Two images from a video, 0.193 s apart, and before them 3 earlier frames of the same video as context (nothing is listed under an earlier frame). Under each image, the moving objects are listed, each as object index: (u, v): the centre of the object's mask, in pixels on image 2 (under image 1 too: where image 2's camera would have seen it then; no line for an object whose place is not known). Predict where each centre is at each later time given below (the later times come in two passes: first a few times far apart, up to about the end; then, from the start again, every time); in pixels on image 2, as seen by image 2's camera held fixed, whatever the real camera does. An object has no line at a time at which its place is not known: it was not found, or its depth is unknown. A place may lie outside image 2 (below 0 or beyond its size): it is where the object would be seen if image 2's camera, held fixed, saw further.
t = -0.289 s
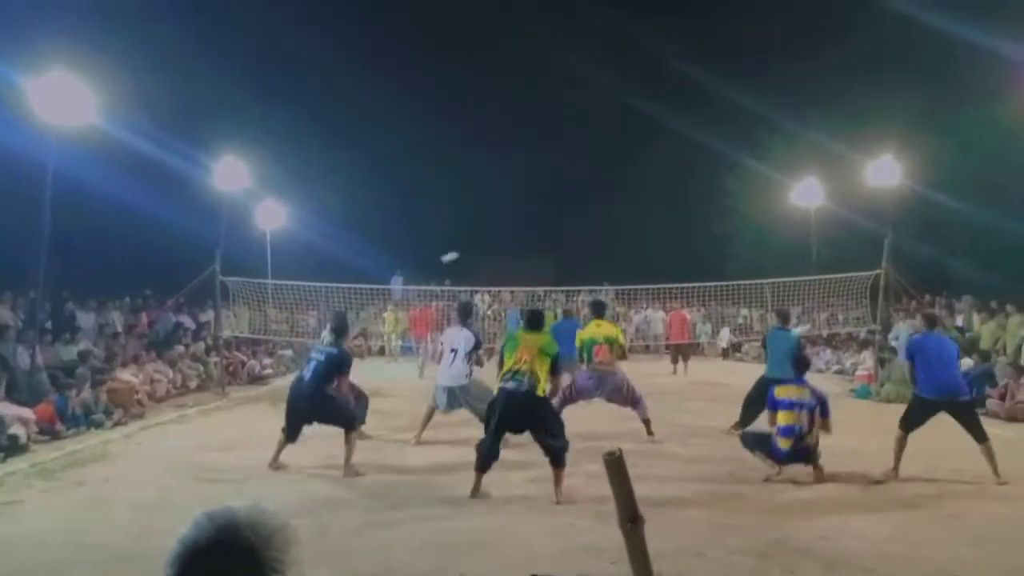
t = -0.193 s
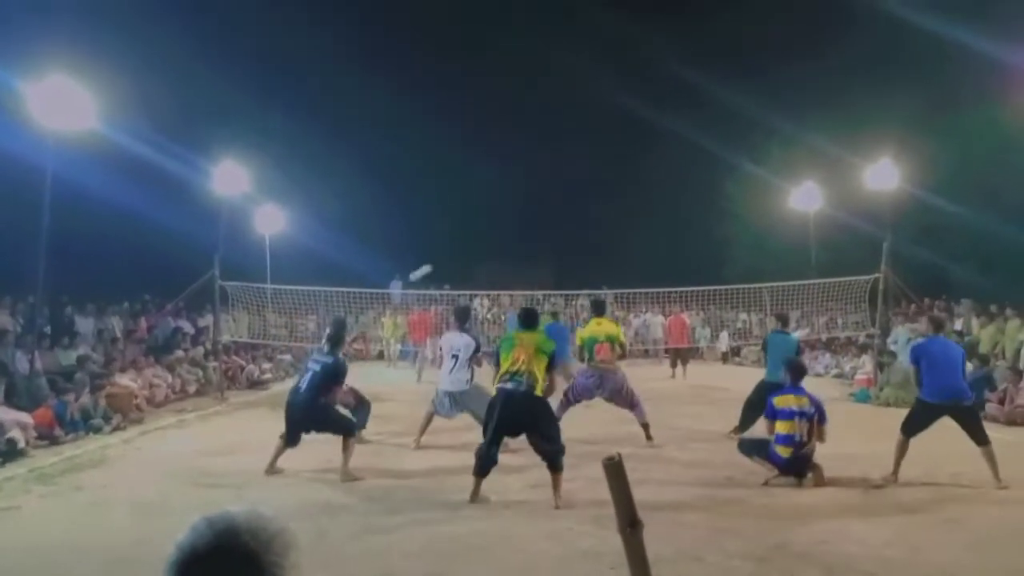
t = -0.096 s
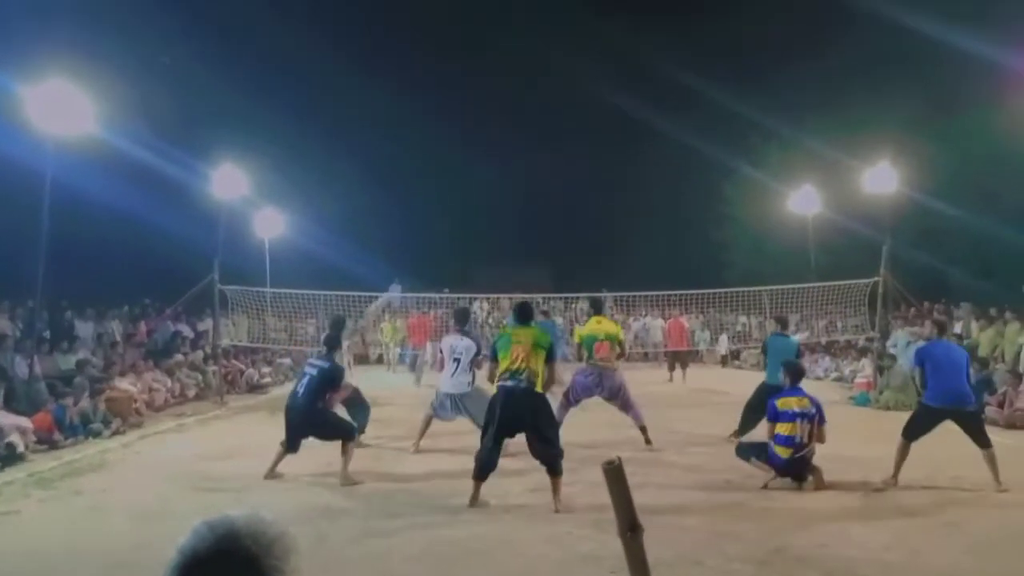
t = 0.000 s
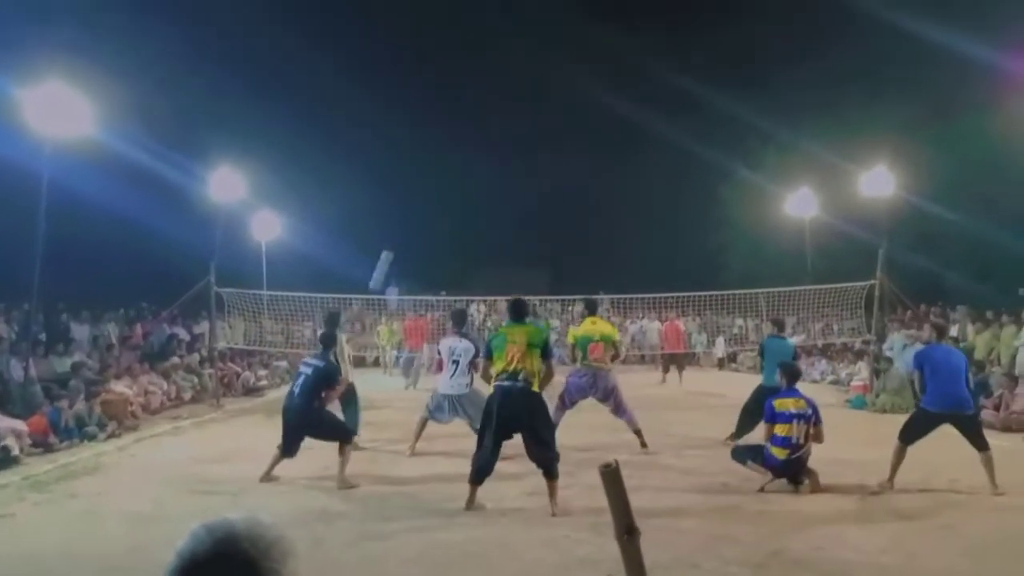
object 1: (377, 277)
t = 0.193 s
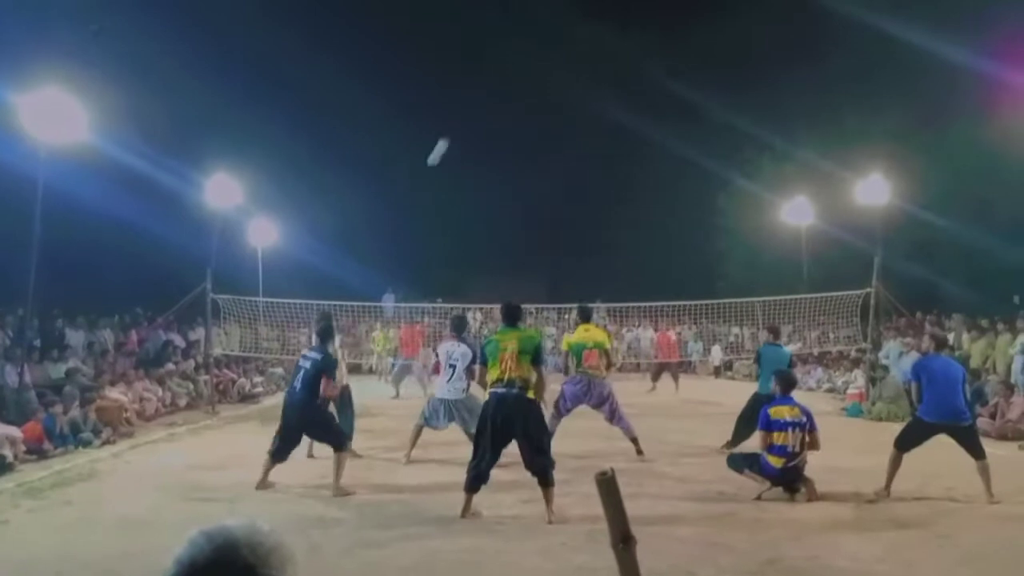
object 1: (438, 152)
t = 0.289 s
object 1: (465, 107)
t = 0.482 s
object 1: (509, 49)
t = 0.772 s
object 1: (566, 15)
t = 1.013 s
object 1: (605, 26)
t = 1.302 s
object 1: (645, 74)
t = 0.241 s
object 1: (452, 129)
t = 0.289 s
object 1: (465, 107)
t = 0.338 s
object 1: (477, 89)
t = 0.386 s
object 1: (488, 73)
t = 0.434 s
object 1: (499, 60)
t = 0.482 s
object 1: (509, 49)
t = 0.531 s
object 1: (520, 39)
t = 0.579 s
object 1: (530, 31)
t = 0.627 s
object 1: (540, 24)
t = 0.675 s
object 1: (549, 20)
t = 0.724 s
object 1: (557, 17)
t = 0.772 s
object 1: (566, 15)
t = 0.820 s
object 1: (575, 15)
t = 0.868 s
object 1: (583, 16)
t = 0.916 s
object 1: (590, 18)
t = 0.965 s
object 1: (598, 22)
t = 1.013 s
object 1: (605, 26)
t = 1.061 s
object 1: (612, 32)
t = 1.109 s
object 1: (619, 38)
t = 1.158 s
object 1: (626, 46)
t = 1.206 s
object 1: (633, 54)
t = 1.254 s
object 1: (639, 64)
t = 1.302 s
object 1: (645, 74)
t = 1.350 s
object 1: (651, 86)
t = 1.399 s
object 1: (656, 98)
